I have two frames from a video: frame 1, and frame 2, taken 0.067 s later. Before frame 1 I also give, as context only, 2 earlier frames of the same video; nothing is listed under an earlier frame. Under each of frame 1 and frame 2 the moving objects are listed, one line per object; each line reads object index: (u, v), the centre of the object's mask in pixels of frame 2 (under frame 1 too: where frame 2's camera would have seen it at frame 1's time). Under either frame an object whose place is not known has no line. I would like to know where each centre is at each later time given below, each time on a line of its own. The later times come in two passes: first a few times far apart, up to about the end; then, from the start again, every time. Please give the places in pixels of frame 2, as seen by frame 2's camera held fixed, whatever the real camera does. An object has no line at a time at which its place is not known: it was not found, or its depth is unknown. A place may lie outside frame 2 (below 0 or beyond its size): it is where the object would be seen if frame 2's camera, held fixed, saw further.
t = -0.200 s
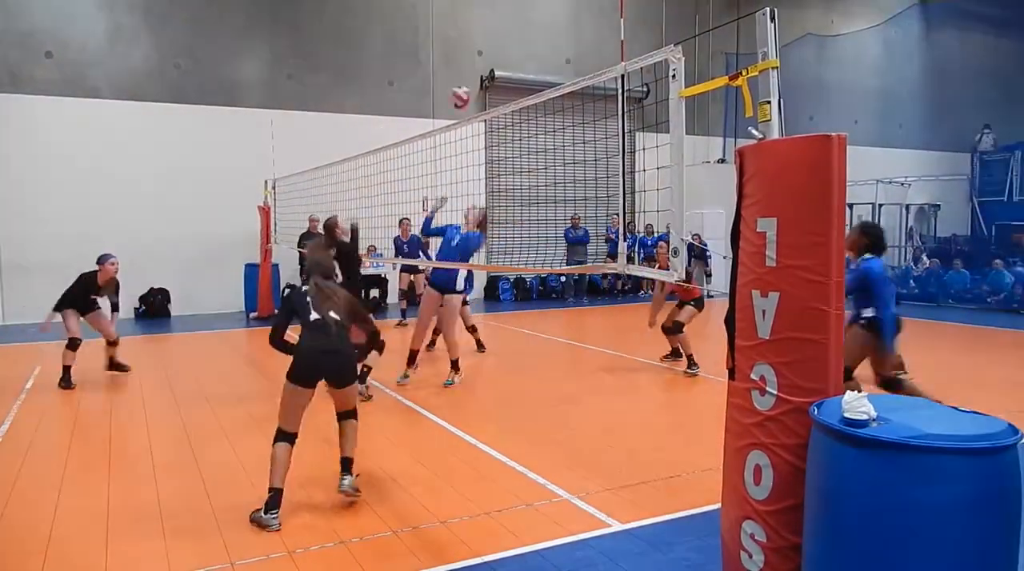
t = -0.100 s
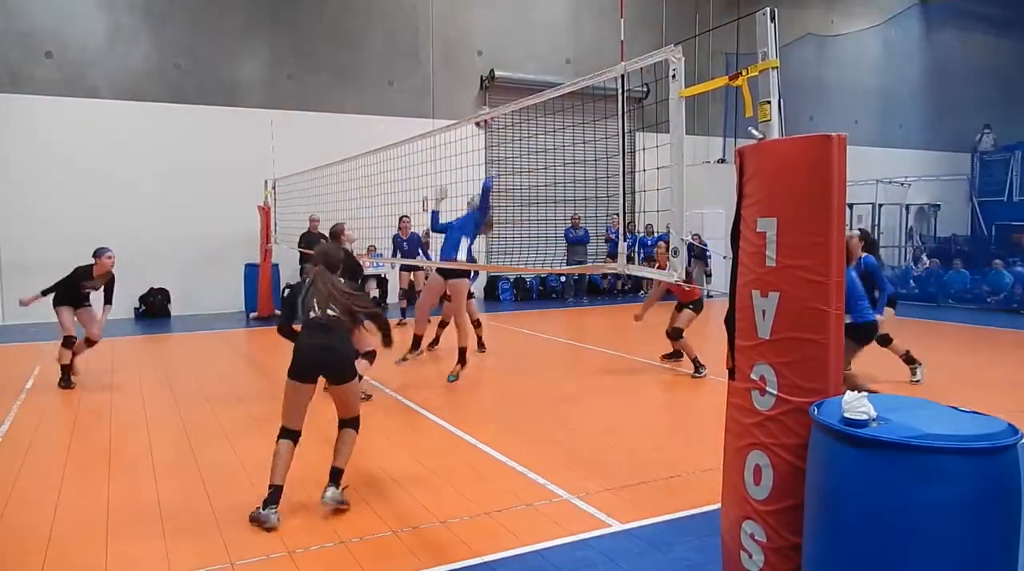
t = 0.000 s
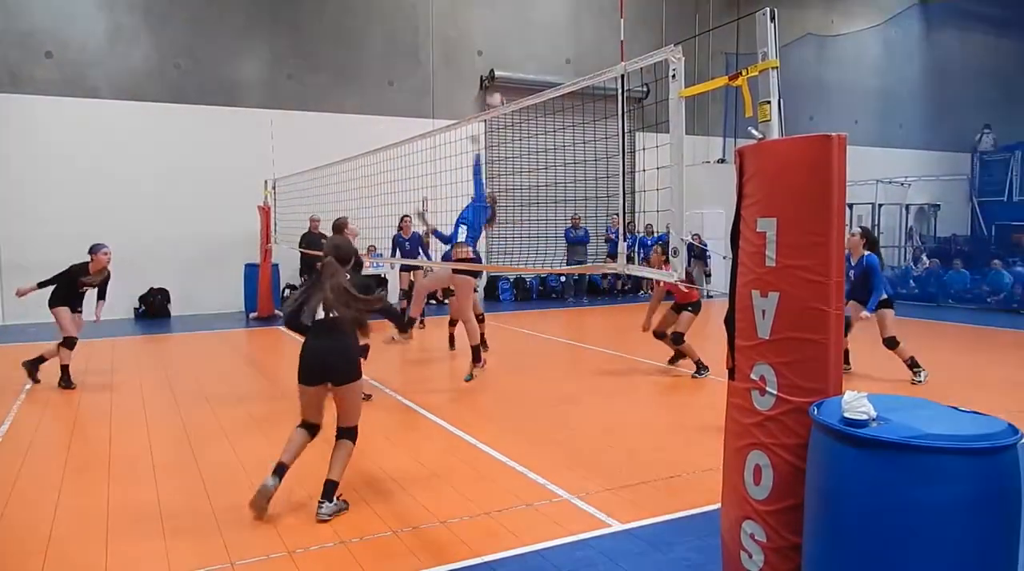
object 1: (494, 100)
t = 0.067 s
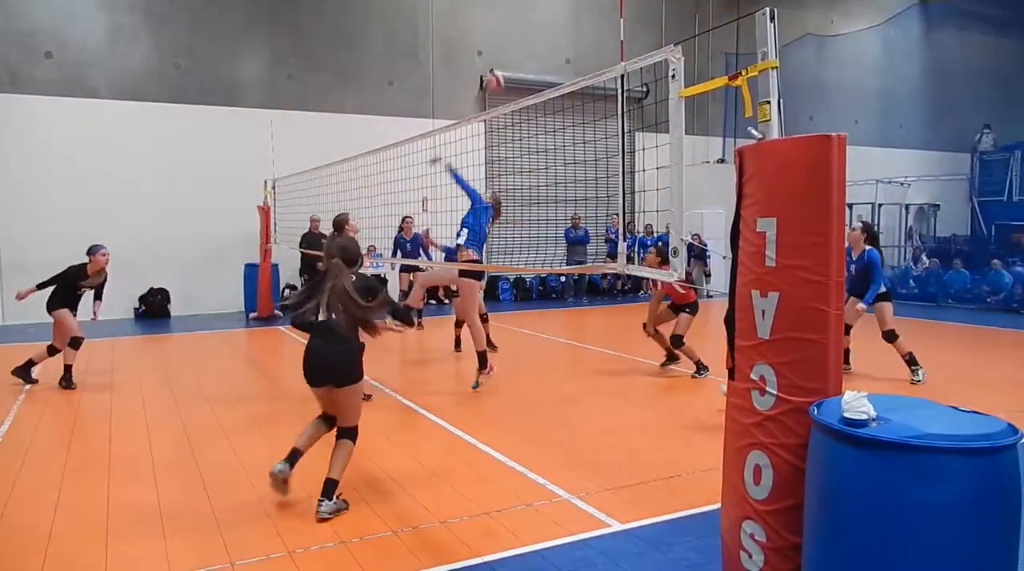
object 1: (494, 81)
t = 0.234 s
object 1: (495, 44)
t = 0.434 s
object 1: (495, 36)
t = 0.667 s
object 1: (495, 77)
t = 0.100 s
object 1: (494, 73)
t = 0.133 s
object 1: (494, 64)
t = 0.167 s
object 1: (494, 57)
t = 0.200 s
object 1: (495, 50)
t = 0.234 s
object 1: (495, 44)
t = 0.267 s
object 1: (495, 40)
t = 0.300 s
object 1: (495, 37)
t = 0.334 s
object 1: (495, 36)
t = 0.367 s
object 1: (495, 35)
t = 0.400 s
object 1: (495, 35)
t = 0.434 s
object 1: (495, 36)
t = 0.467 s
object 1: (495, 39)
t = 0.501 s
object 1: (495, 43)
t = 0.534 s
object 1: (496, 48)
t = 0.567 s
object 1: (496, 54)
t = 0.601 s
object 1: (496, 61)
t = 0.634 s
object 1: (496, 69)
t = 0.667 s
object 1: (495, 77)
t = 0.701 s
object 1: (497, 87)
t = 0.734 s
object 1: (497, 97)
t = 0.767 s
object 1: (499, 113)
